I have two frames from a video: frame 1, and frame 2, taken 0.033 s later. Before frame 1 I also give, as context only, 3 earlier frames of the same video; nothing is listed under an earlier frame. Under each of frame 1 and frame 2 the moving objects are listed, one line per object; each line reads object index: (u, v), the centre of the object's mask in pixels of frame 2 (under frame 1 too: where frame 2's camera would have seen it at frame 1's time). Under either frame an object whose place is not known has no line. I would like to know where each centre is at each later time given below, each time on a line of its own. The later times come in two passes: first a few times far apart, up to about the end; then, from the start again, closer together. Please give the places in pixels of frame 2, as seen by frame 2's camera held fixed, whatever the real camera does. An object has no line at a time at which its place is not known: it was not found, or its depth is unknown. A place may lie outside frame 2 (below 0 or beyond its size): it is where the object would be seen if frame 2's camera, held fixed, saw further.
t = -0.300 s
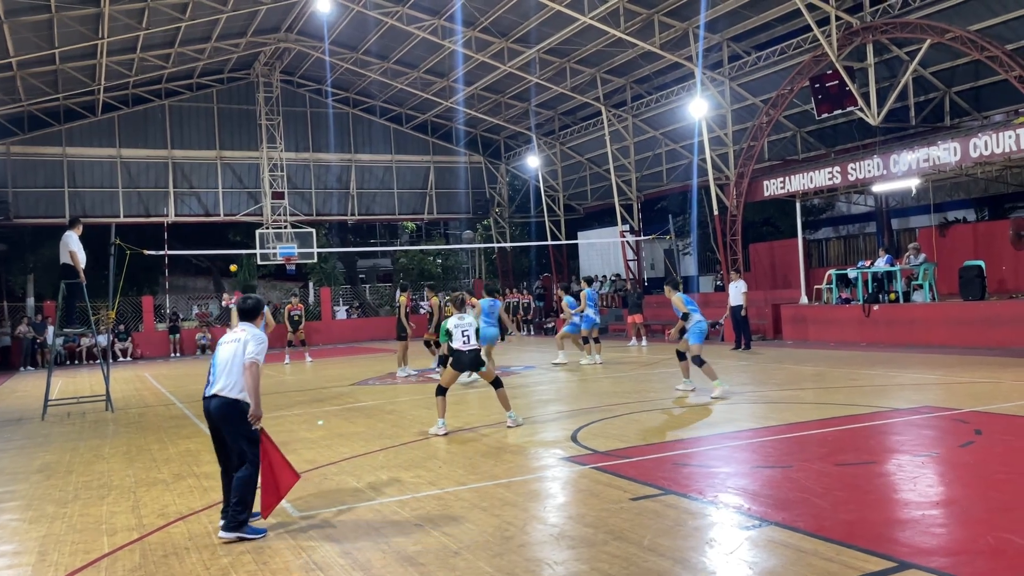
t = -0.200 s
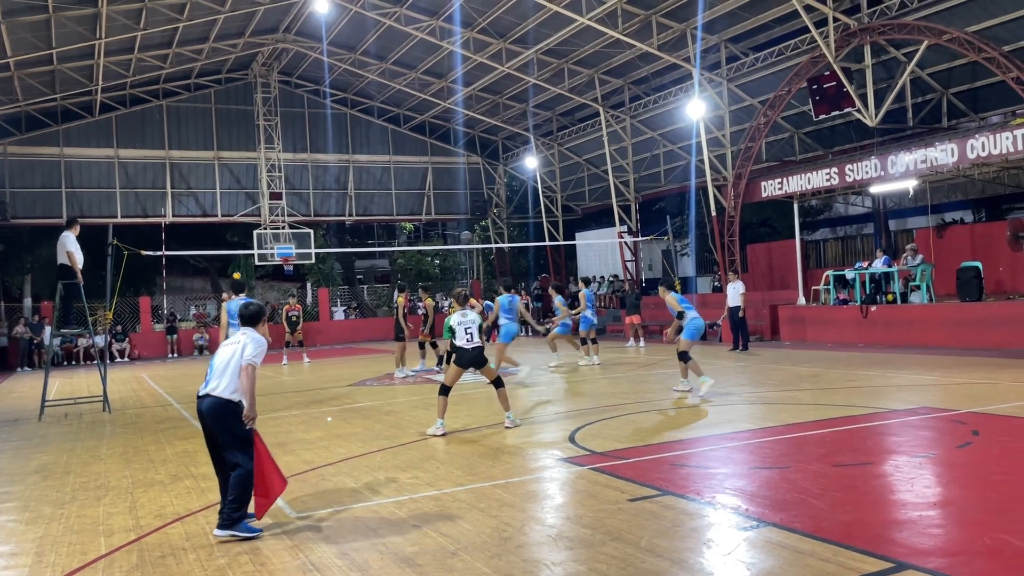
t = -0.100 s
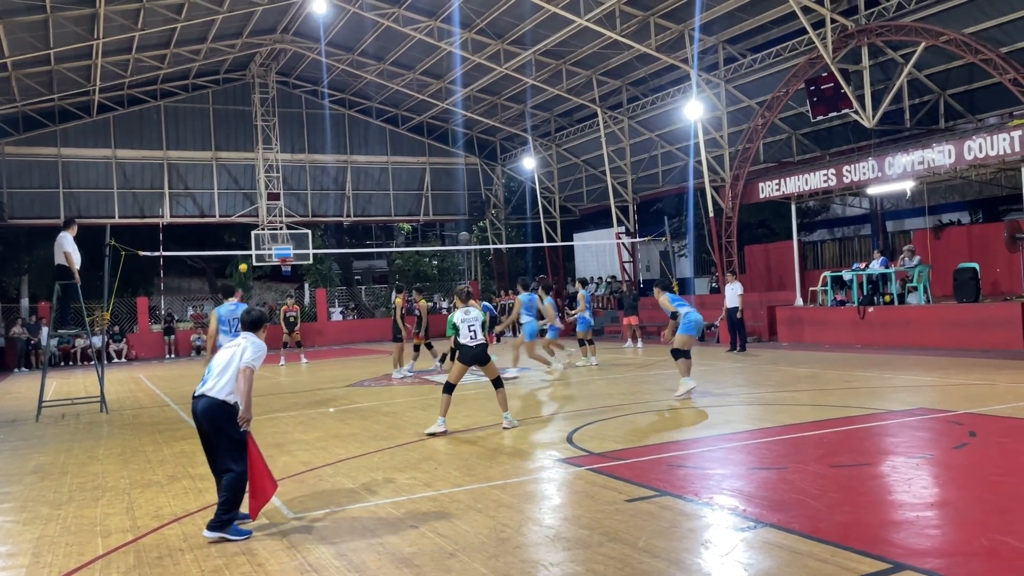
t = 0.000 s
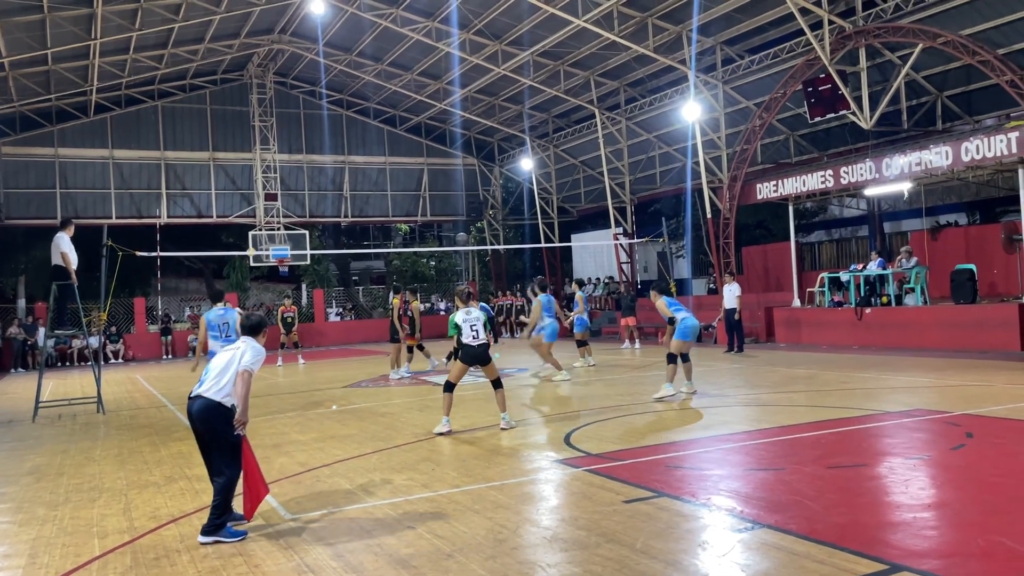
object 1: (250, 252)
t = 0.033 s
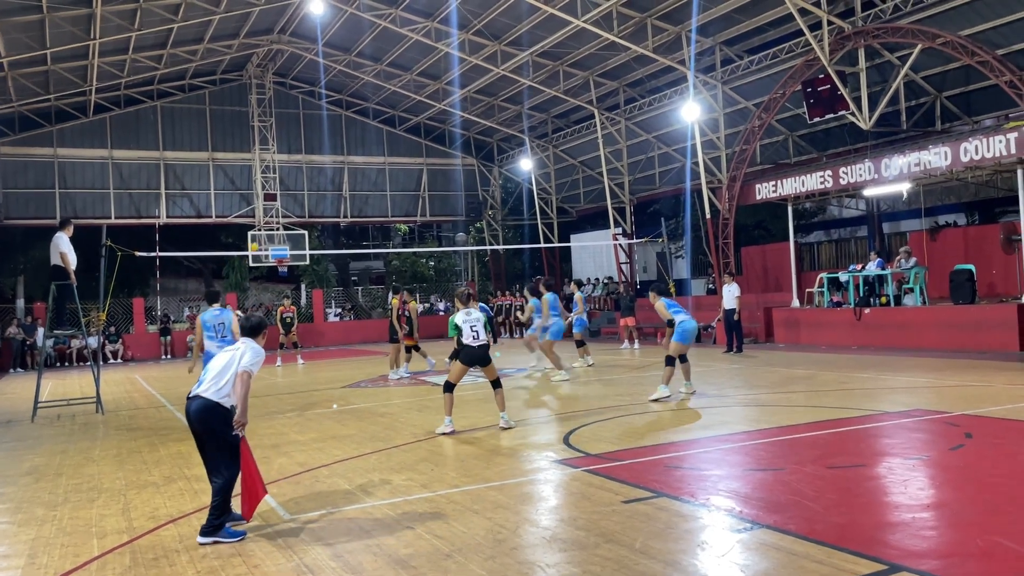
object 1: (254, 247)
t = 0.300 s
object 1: (290, 206)
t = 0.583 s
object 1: (343, 186)
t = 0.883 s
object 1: (437, 224)
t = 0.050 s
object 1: (255, 244)
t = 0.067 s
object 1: (257, 242)
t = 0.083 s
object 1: (260, 239)
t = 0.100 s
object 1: (262, 236)
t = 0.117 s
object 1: (264, 233)
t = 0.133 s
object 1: (266, 231)
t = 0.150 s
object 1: (268, 228)
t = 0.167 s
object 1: (270, 226)
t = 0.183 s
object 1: (272, 223)
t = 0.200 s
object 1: (274, 221)
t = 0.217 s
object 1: (277, 218)
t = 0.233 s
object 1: (279, 216)
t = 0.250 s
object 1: (282, 213)
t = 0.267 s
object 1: (285, 211)
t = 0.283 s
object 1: (286, 209)
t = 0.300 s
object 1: (290, 206)
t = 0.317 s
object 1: (292, 204)
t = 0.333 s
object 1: (295, 202)
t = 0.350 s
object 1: (298, 200)
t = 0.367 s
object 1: (301, 198)
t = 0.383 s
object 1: (304, 197)
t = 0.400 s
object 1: (307, 195)
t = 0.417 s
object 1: (310, 193)
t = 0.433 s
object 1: (313, 191)
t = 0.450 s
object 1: (316, 190)
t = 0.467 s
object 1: (319, 189)
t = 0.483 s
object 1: (322, 188)
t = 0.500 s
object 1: (325, 187)
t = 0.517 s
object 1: (329, 186)
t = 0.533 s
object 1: (333, 186)
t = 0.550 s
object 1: (336, 186)
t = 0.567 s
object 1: (340, 186)
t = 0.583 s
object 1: (343, 186)
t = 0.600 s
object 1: (346, 185)
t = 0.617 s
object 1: (350, 186)
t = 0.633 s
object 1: (354, 186)
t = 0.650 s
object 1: (358, 186)
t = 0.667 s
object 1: (362, 187)
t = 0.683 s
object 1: (367, 188)
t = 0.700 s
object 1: (372, 189)
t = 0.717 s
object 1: (377, 191)
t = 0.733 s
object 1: (382, 193)
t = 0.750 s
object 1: (386, 195)
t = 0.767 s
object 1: (392, 197)
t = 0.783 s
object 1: (397, 200)
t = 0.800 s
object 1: (403, 203)
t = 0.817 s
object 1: (410, 206)
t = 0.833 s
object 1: (416, 210)
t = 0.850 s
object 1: (423, 214)
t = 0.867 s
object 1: (430, 219)
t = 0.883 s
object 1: (437, 224)
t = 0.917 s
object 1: (453, 235)
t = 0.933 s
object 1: (462, 243)
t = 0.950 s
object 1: (471, 251)
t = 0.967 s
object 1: (481, 260)
